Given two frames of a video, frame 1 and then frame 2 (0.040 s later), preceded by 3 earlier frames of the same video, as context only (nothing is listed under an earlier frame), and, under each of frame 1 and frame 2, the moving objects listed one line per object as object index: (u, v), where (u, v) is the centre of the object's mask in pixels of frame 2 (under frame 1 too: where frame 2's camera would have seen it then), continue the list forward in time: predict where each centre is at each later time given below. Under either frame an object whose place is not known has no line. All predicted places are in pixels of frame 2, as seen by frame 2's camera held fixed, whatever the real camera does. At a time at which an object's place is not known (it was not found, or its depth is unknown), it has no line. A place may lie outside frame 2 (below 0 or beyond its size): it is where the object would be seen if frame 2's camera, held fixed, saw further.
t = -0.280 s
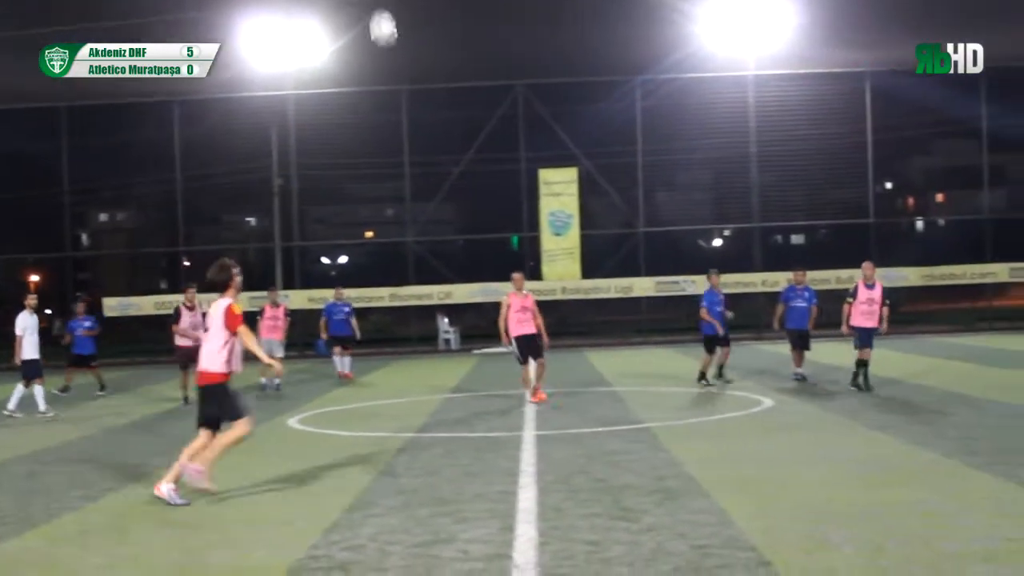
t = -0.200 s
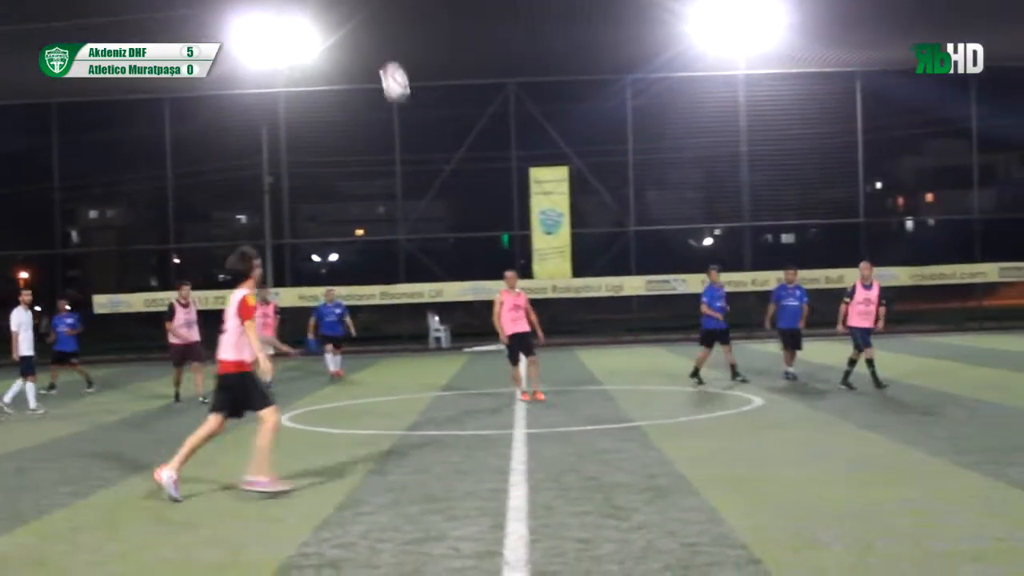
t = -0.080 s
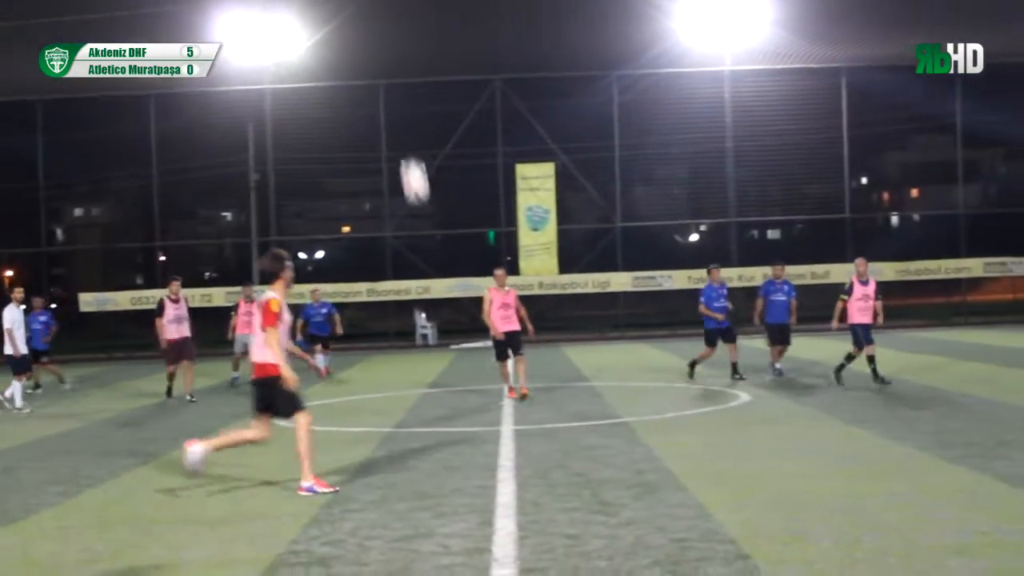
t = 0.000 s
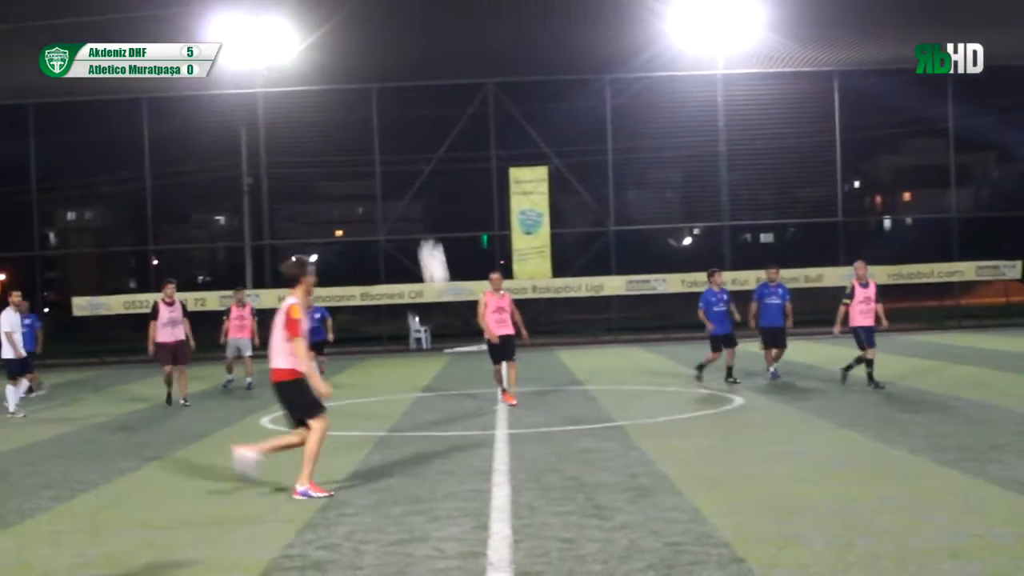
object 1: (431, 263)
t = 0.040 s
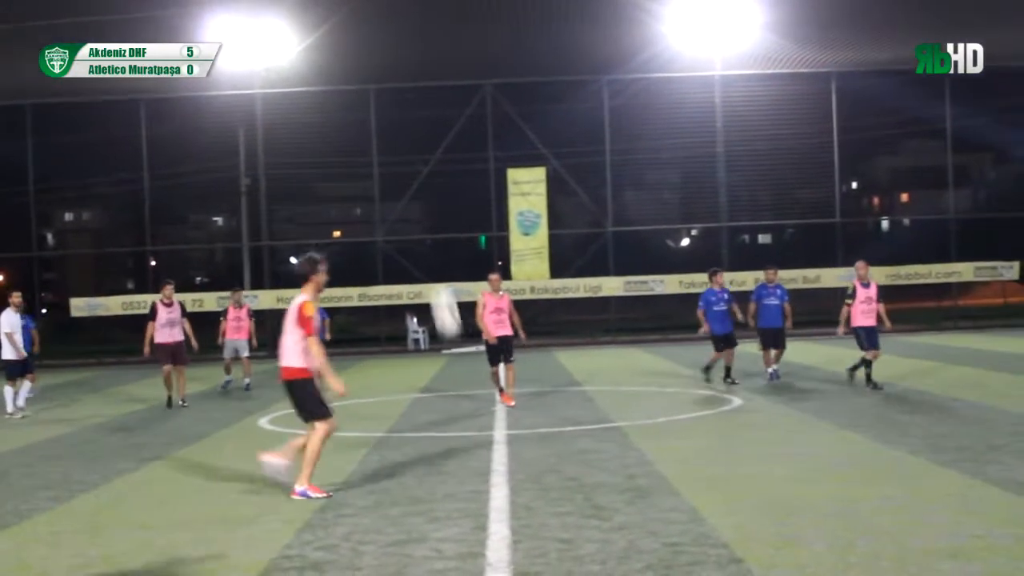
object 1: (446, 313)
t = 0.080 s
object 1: (459, 360)
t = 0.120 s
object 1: (475, 412)
